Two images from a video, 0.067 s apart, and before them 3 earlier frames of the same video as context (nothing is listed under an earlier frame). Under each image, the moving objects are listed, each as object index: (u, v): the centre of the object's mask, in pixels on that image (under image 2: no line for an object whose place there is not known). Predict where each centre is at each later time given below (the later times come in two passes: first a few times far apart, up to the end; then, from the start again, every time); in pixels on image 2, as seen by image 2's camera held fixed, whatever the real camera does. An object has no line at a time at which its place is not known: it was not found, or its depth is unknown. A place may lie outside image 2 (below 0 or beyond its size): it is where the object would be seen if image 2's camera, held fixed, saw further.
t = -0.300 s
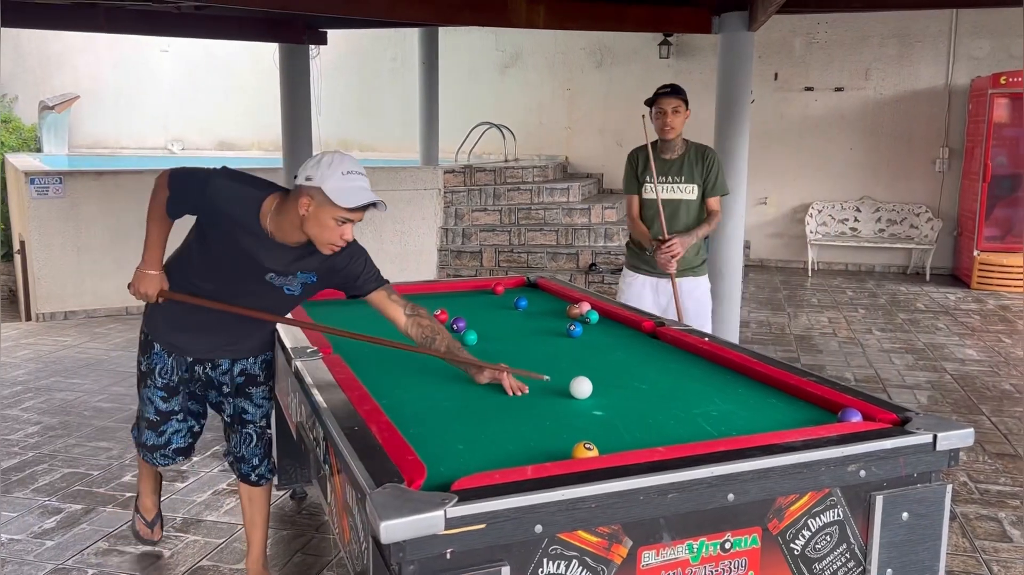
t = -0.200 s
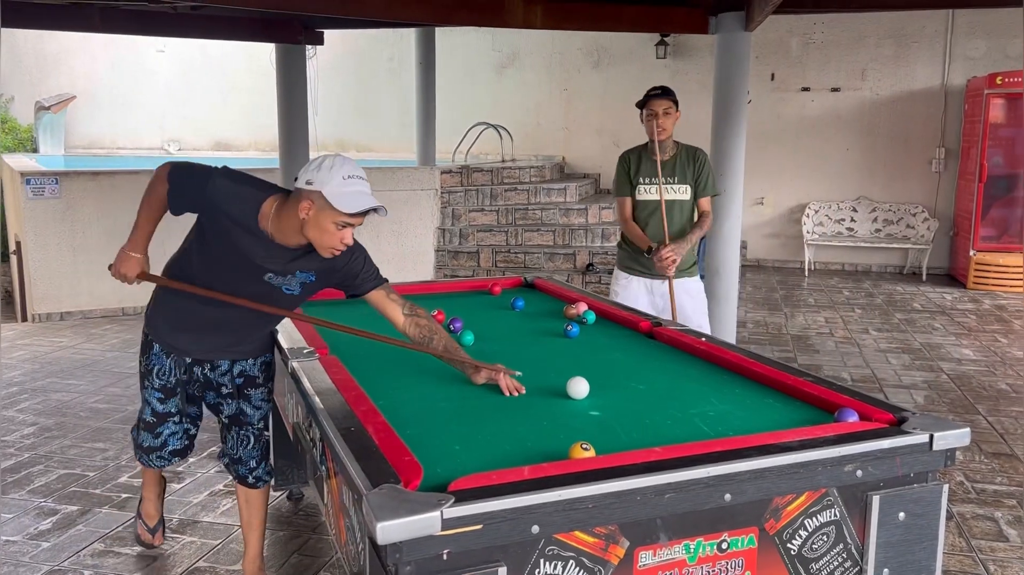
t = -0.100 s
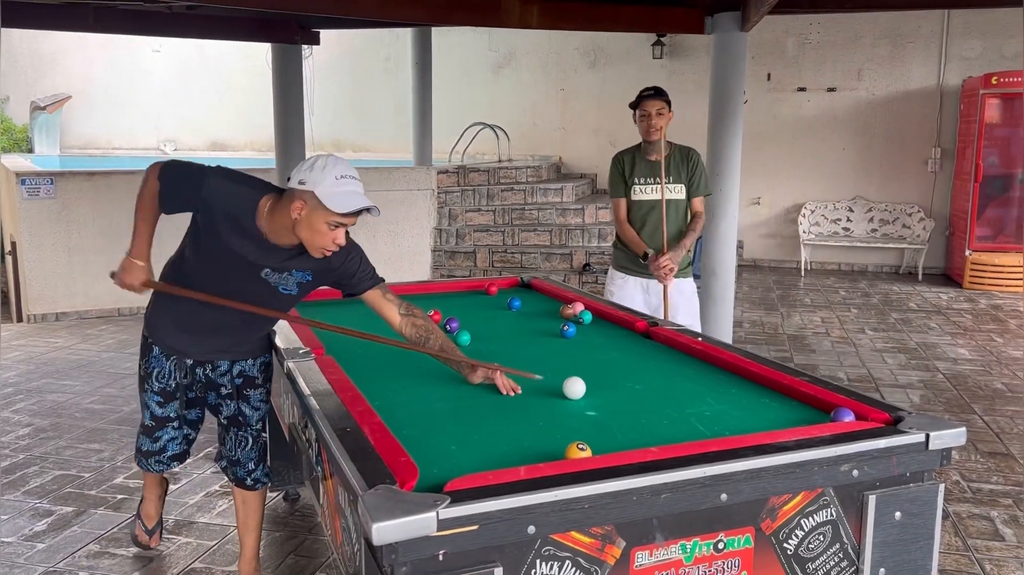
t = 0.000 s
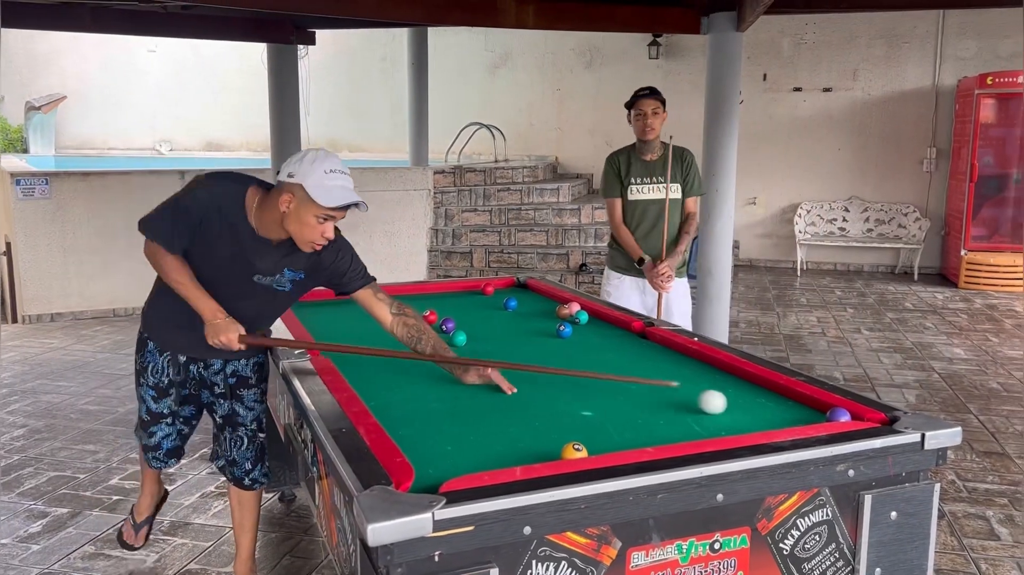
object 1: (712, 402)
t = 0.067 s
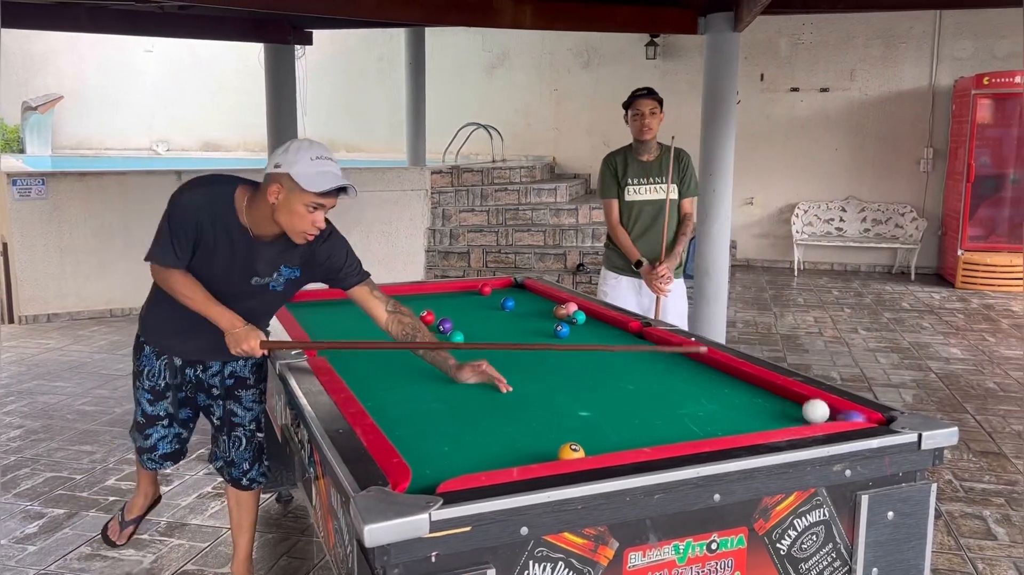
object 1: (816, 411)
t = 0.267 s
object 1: (755, 421)
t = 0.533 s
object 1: (671, 435)
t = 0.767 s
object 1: (598, 439)
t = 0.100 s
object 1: (823, 407)
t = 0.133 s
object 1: (810, 403)
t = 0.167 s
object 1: (796, 404)
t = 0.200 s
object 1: (783, 409)
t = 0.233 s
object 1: (768, 419)
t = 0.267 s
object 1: (755, 421)
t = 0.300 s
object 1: (743, 424)
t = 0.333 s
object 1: (733, 427)
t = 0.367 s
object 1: (723, 429)
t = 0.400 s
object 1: (715, 431)
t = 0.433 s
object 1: (703, 432)
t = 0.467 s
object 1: (692, 433)
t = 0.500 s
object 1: (681, 434)
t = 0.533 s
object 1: (671, 435)
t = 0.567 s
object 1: (660, 435)
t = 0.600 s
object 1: (650, 436)
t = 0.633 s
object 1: (639, 437)
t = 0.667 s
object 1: (629, 438)
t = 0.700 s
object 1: (618, 438)
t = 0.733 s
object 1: (608, 439)
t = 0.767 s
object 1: (598, 439)
